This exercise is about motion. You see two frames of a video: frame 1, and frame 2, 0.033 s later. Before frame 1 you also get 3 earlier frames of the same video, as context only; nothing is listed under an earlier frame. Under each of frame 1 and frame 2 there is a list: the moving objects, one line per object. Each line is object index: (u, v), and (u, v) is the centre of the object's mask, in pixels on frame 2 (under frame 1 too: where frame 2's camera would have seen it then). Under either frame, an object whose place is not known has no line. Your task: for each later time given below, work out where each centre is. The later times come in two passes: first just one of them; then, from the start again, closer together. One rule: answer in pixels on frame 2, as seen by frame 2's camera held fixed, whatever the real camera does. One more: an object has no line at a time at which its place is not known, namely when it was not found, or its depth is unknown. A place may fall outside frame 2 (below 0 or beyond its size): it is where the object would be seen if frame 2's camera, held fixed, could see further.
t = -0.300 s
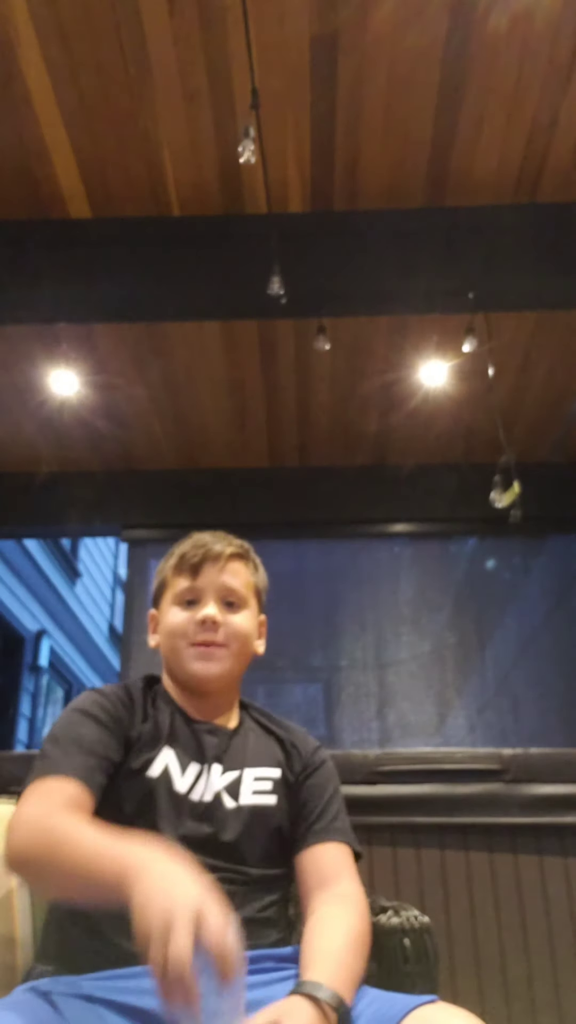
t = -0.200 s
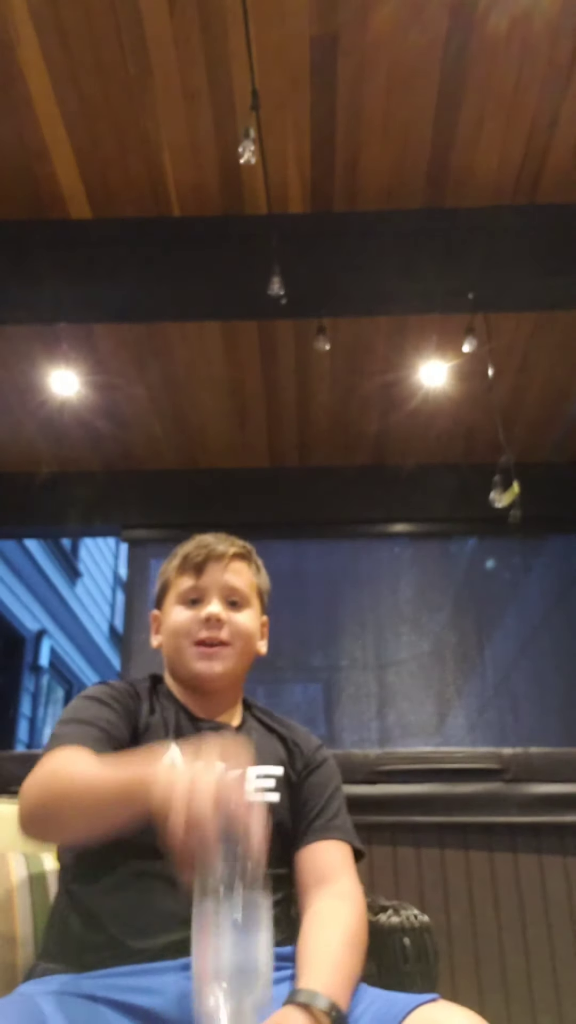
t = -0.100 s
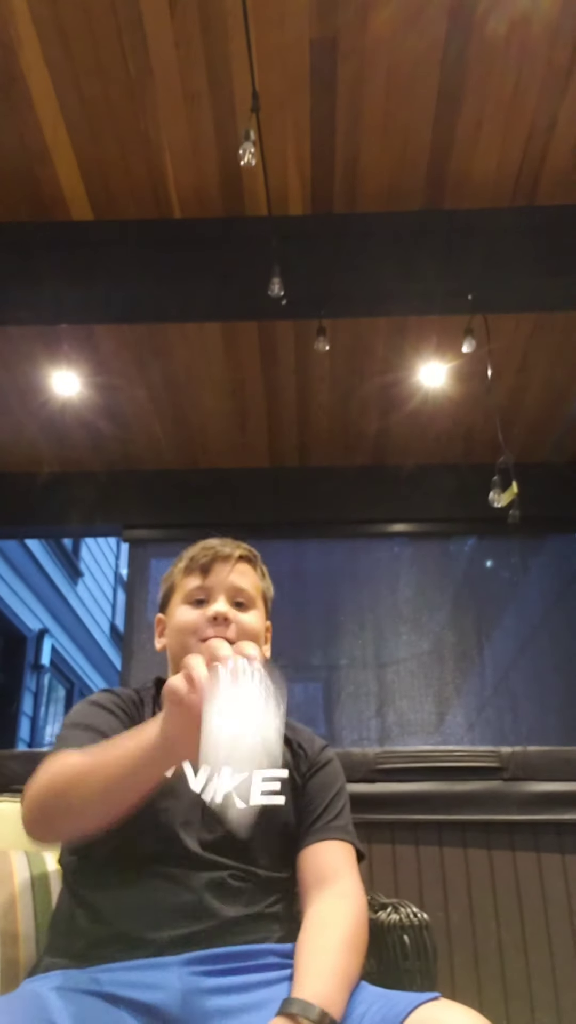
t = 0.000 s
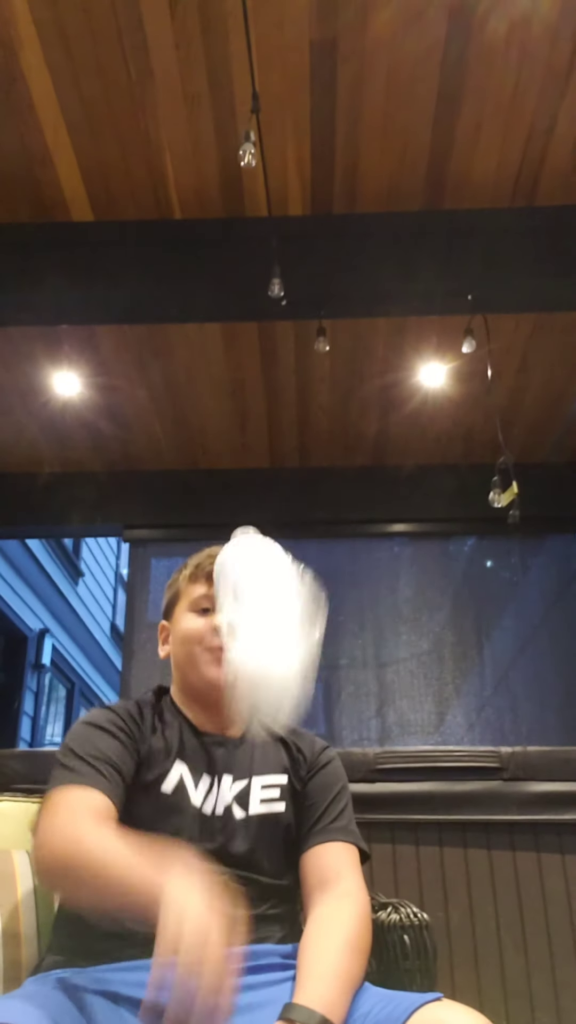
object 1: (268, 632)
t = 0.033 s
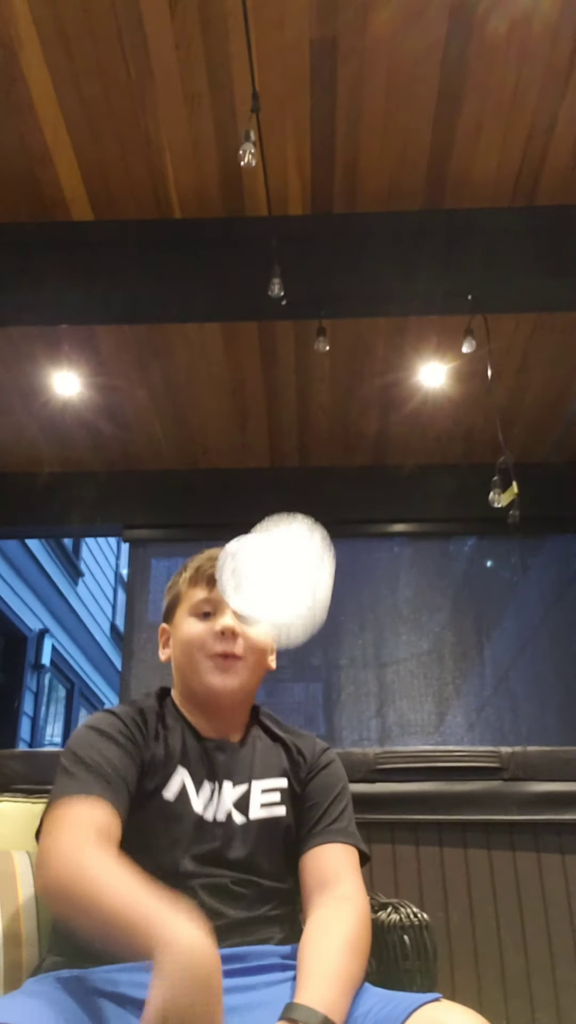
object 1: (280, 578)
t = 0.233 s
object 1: (316, 816)
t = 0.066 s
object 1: (282, 558)
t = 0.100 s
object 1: (284, 574)
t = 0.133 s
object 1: (290, 604)
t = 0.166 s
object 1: (297, 655)
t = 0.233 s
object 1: (316, 816)
